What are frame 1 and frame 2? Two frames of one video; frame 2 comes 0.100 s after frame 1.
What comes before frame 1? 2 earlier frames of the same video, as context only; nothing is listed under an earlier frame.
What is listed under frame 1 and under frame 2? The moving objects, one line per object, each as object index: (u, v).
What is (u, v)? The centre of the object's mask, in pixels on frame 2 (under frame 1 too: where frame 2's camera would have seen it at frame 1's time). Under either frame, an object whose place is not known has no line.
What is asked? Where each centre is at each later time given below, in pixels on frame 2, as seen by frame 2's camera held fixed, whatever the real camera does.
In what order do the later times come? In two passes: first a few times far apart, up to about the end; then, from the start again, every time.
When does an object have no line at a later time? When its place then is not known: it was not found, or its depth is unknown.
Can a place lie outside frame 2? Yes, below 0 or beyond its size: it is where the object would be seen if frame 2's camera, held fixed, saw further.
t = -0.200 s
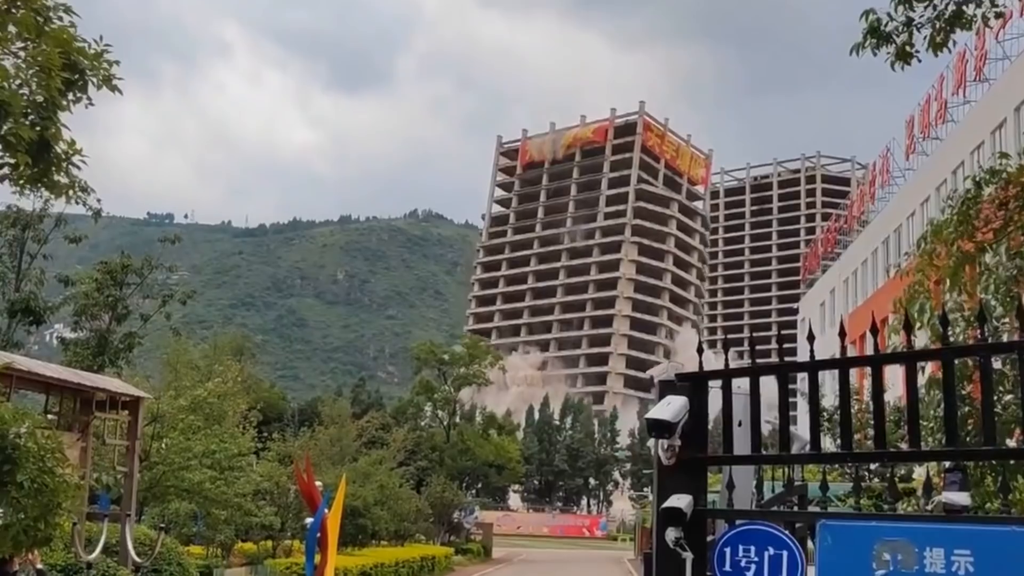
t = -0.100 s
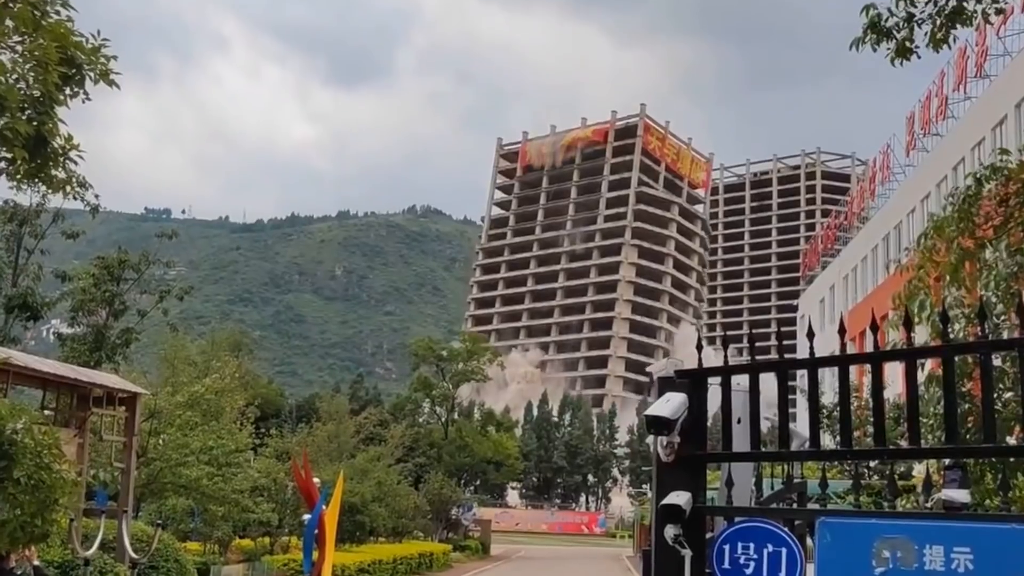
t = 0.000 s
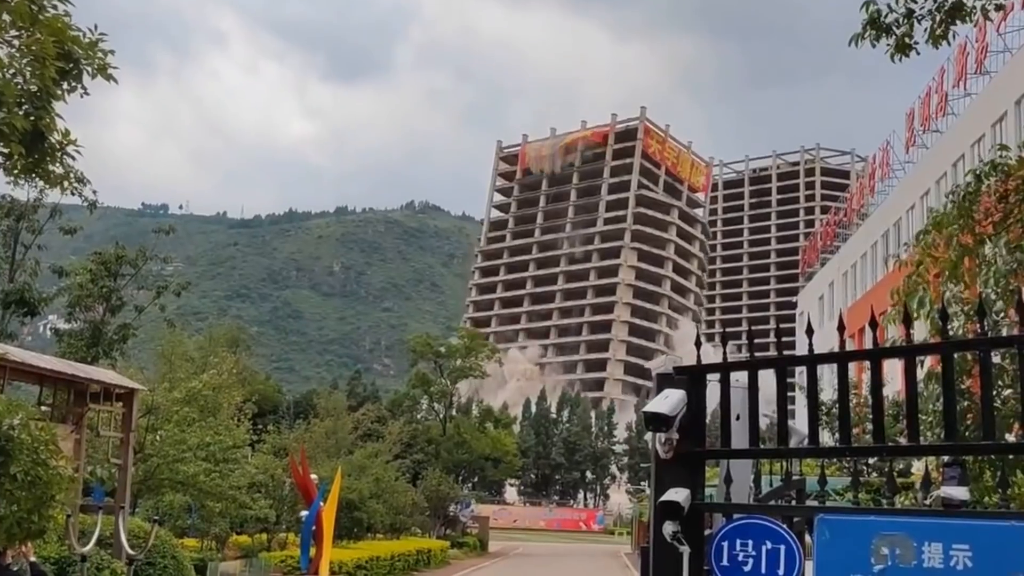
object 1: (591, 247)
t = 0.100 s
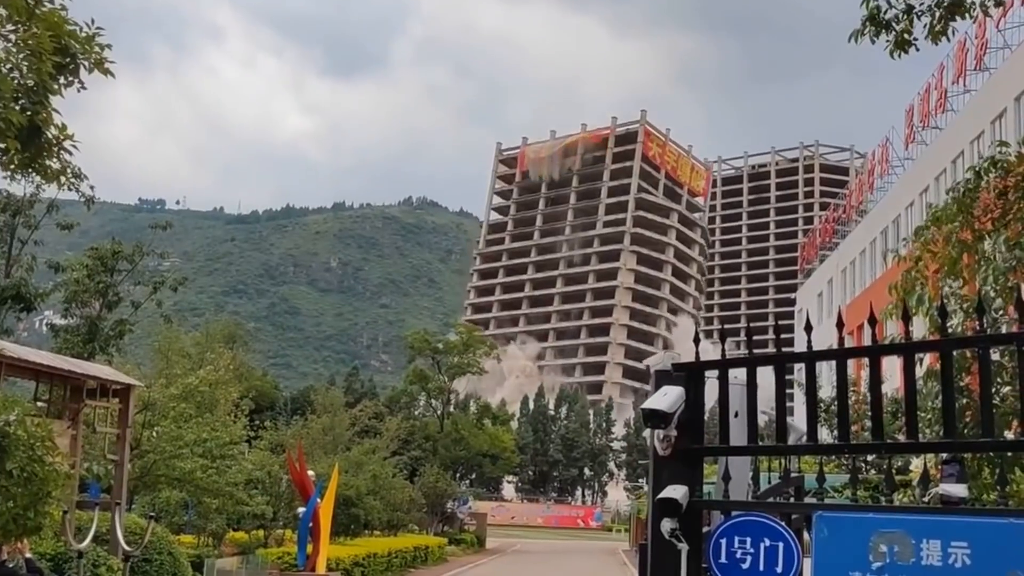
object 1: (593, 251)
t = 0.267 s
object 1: (595, 257)
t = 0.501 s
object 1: (598, 266)
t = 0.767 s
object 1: (602, 276)
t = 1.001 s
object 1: (605, 287)
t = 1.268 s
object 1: (603, 300)
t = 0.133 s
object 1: (593, 252)
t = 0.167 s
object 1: (593, 253)
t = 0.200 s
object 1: (594, 254)
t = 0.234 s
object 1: (594, 256)
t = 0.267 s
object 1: (595, 257)
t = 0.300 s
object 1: (595, 258)
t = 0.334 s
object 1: (596, 259)
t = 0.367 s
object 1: (596, 260)
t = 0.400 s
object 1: (597, 262)
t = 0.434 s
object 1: (597, 263)
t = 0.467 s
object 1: (598, 264)
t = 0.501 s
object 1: (598, 266)
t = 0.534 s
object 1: (598, 267)
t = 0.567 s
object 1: (599, 269)
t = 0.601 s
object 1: (599, 271)
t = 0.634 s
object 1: (600, 272)
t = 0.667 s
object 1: (600, 273)
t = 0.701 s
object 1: (600, 274)
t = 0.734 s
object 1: (601, 275)
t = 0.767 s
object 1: (602, 276)
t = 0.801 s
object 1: (602, 277)
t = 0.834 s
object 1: (602, 279)
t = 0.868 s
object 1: (603, 280)
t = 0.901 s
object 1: (603, 282)
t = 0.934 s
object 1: (604, 284)
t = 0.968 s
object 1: (605, 285)
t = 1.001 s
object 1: (605, 287)
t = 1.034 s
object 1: (605, 288)
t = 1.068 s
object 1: (605, 289)
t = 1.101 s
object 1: (606, 289)
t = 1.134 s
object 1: (602, 295)
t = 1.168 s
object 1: (602, 296)
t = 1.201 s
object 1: (602, 298)
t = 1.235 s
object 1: (602, 299)
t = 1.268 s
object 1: (603, 300)
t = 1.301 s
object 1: (603, 302)
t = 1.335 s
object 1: (602, 304)
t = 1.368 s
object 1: (602, 306)
